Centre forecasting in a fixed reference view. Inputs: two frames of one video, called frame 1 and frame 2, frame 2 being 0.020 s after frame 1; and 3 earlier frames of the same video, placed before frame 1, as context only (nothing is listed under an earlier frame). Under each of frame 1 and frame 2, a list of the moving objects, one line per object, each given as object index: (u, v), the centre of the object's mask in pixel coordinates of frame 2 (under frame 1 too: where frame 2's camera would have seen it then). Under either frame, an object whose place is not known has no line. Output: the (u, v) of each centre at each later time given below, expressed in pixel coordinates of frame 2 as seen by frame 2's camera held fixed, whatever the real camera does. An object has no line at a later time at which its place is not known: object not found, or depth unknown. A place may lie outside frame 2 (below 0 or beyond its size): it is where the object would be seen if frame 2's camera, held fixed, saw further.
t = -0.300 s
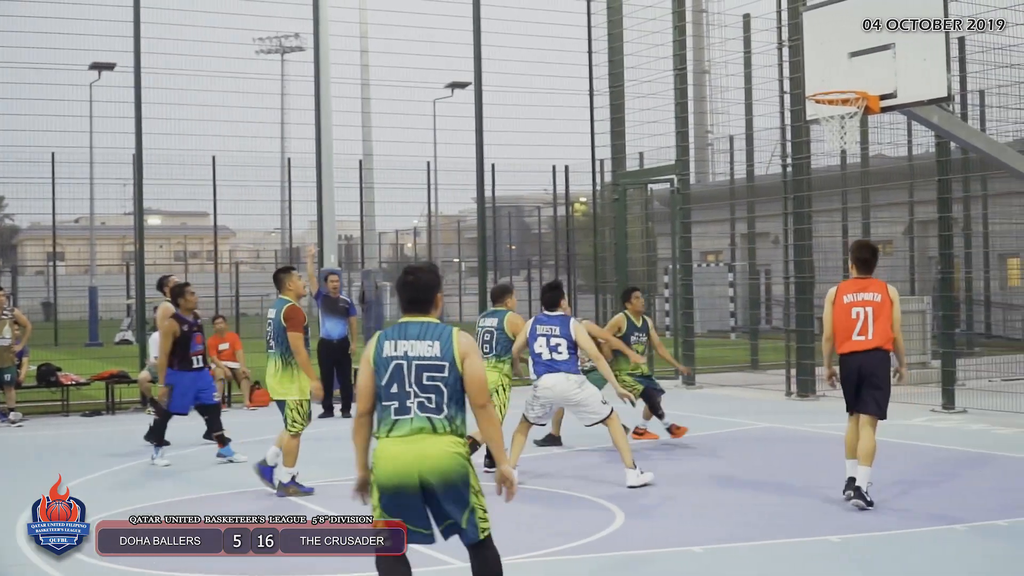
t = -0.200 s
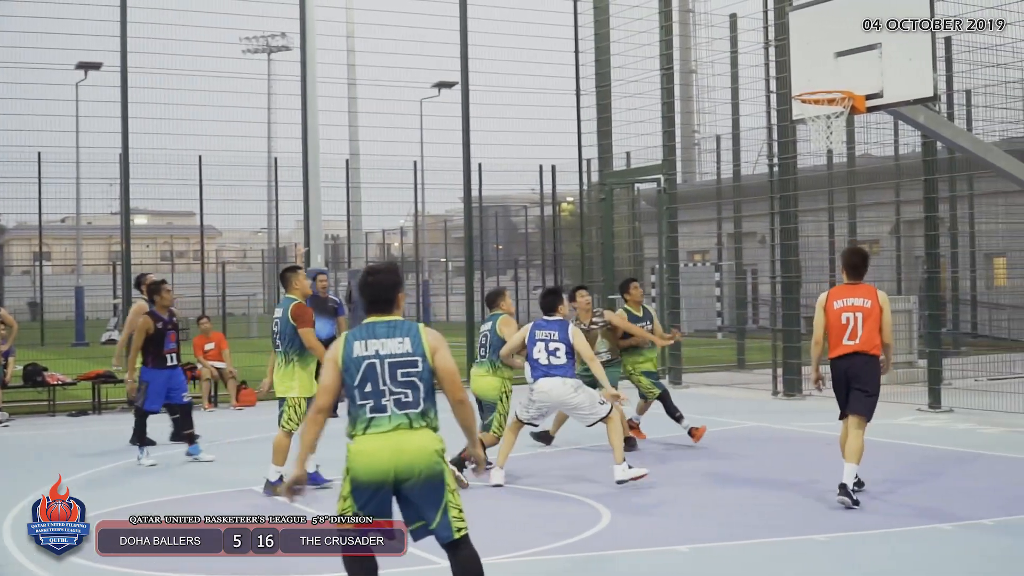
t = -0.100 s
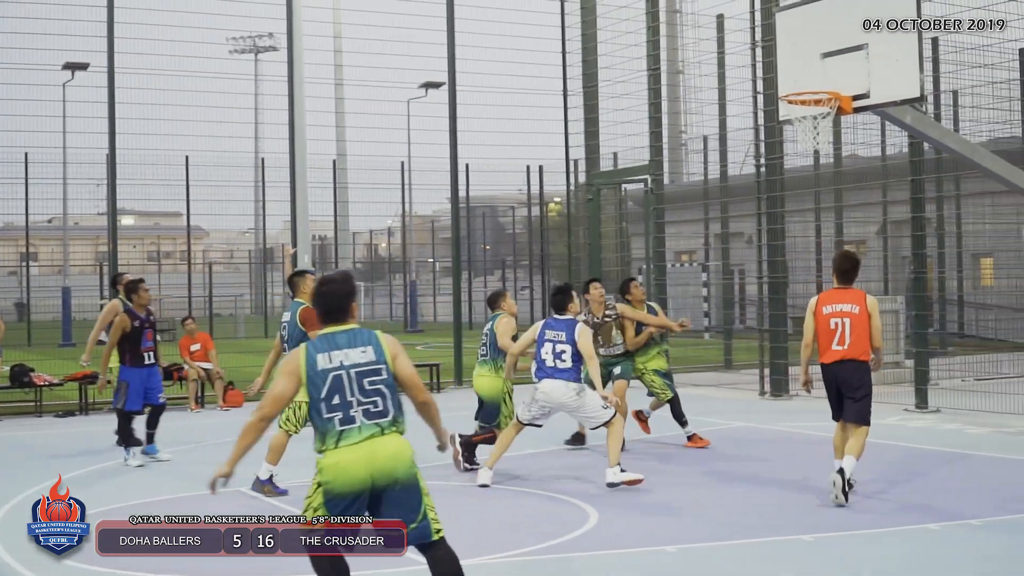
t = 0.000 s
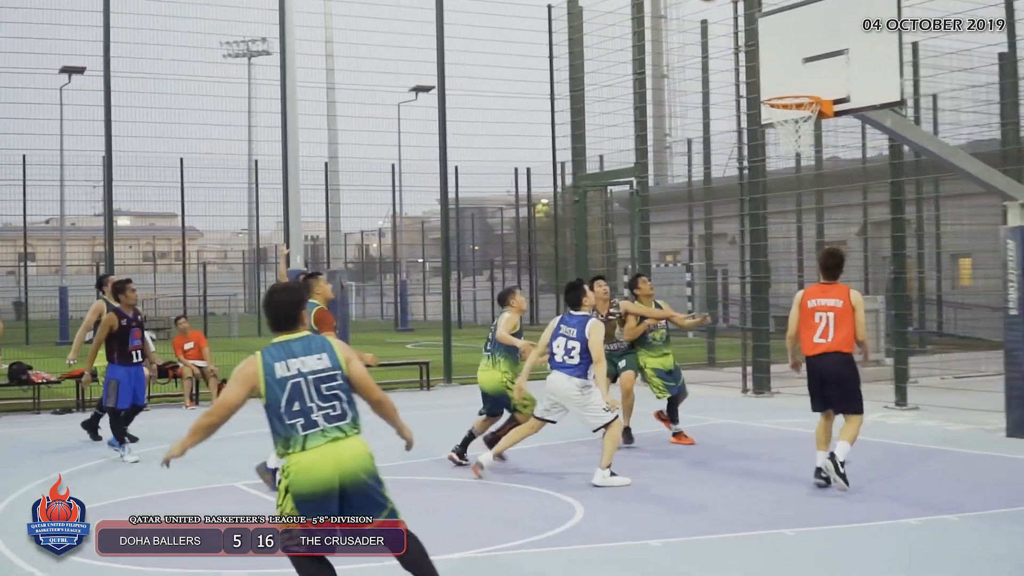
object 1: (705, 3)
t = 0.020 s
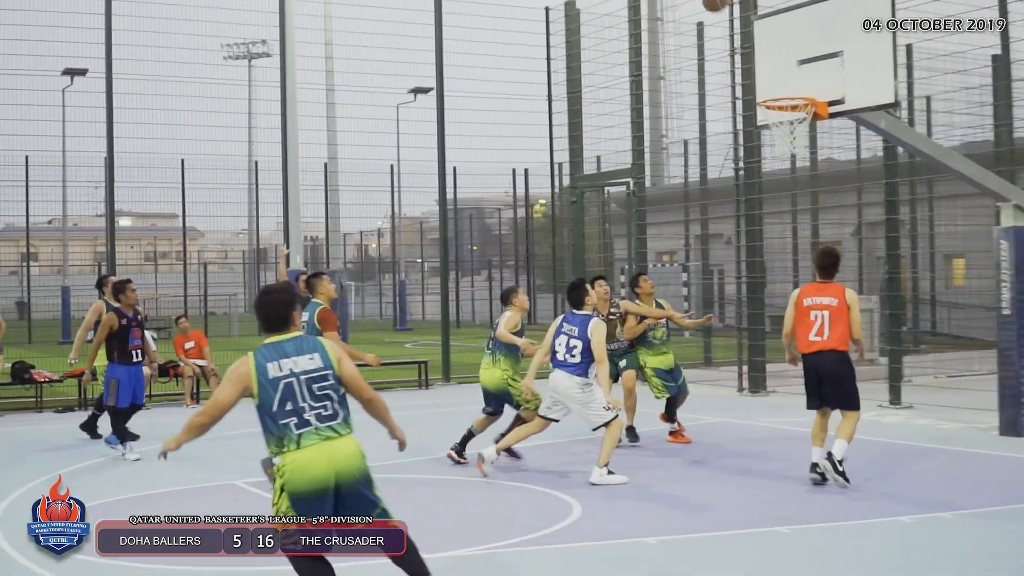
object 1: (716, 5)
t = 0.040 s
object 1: (726, 8)
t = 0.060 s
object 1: (738, 16)
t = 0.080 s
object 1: (749, 25)
